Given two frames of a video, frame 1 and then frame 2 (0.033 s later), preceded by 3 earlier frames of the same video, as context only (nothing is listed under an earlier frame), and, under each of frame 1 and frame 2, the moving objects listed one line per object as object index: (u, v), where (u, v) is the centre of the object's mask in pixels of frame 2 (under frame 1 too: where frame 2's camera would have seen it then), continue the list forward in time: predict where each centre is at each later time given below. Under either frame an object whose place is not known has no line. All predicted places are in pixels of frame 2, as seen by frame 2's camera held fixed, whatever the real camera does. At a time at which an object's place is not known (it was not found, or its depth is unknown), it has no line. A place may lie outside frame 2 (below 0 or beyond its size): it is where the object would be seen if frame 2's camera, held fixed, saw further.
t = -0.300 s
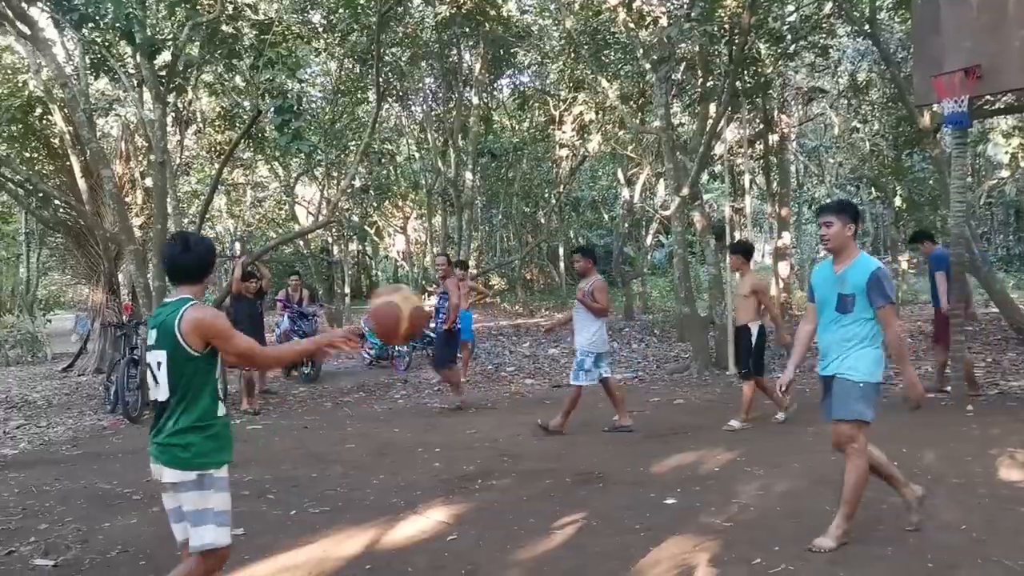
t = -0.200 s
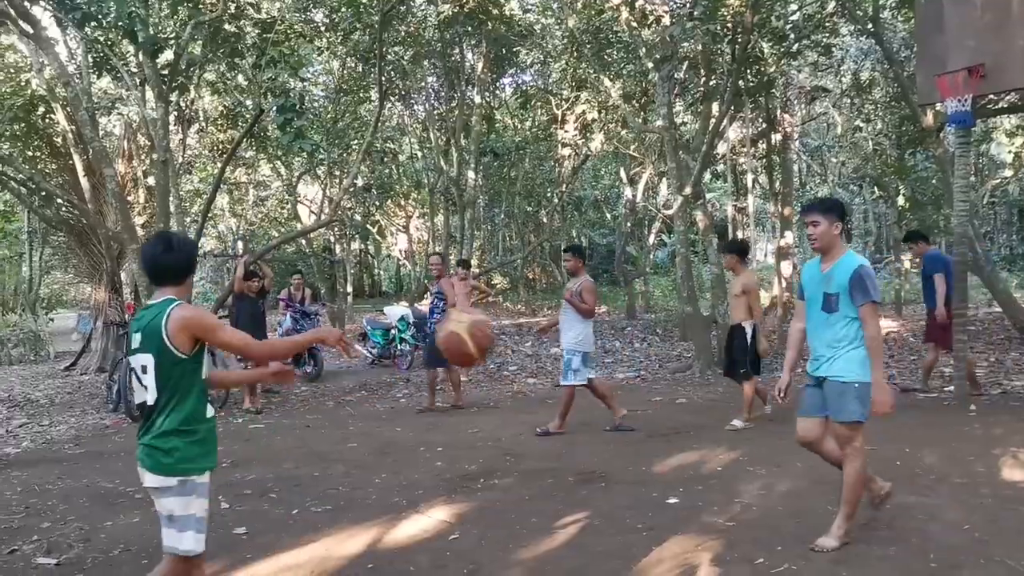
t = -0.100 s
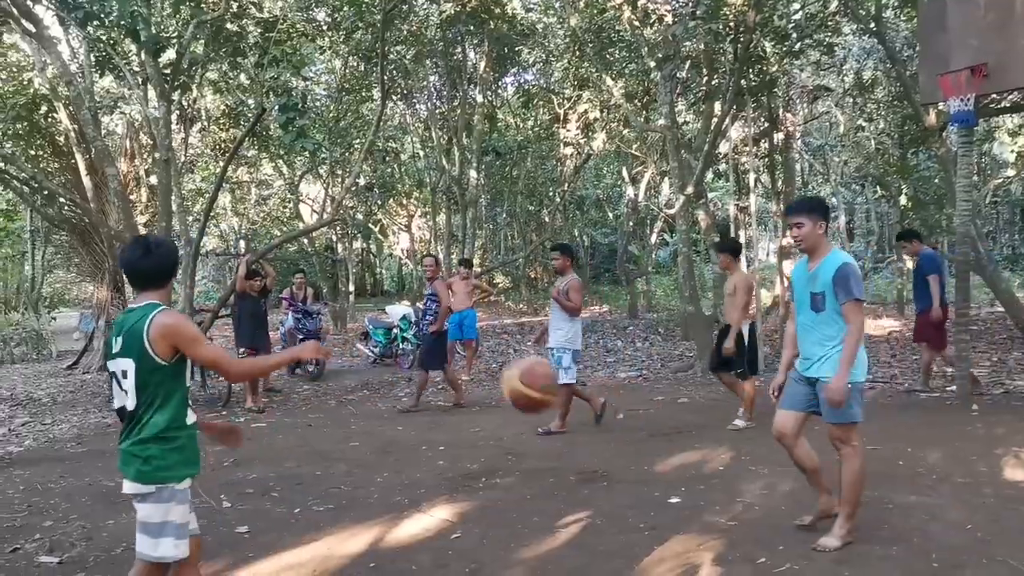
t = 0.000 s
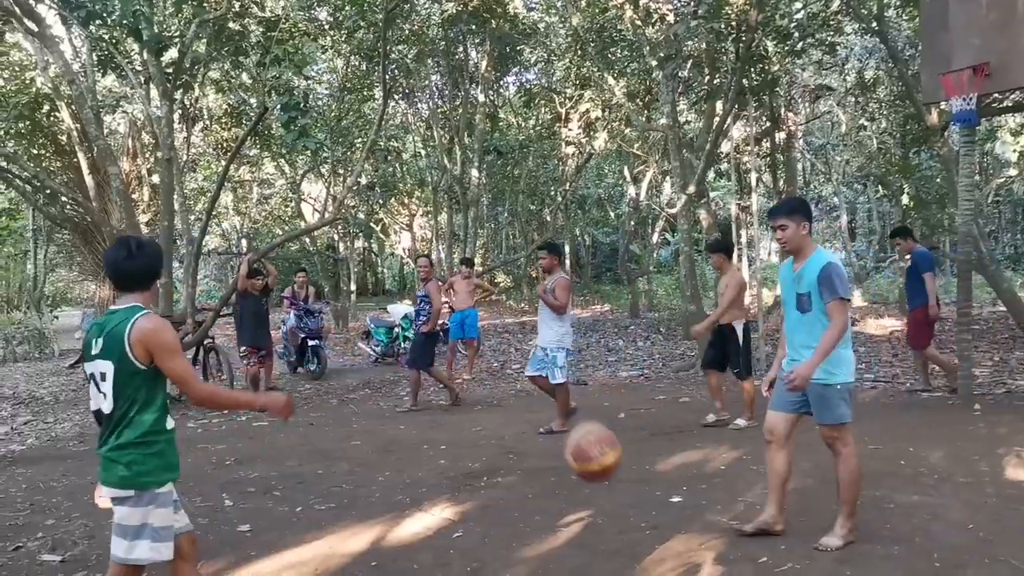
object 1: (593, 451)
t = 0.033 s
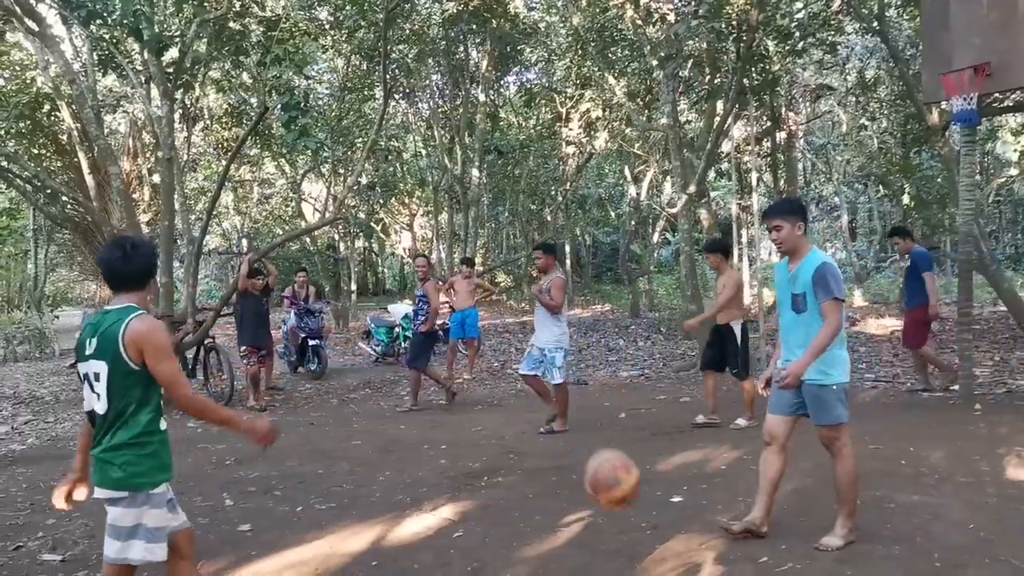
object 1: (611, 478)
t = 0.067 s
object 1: (630, 508)
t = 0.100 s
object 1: (648, 540)
